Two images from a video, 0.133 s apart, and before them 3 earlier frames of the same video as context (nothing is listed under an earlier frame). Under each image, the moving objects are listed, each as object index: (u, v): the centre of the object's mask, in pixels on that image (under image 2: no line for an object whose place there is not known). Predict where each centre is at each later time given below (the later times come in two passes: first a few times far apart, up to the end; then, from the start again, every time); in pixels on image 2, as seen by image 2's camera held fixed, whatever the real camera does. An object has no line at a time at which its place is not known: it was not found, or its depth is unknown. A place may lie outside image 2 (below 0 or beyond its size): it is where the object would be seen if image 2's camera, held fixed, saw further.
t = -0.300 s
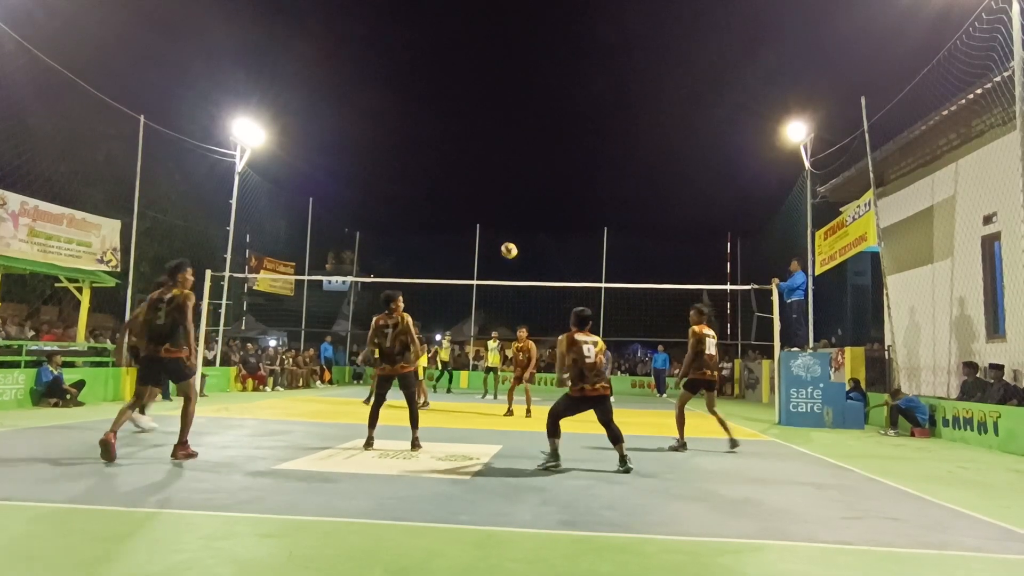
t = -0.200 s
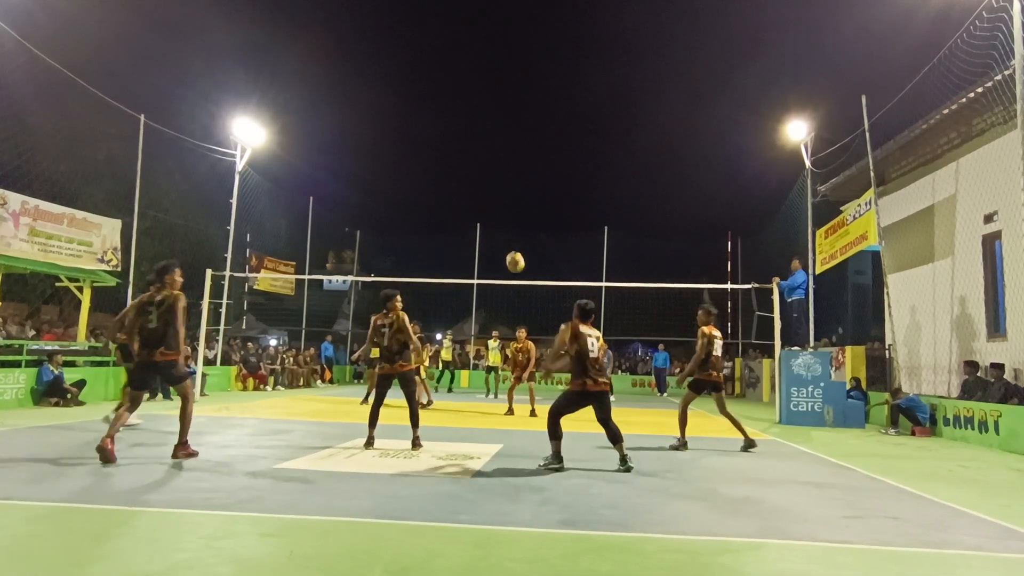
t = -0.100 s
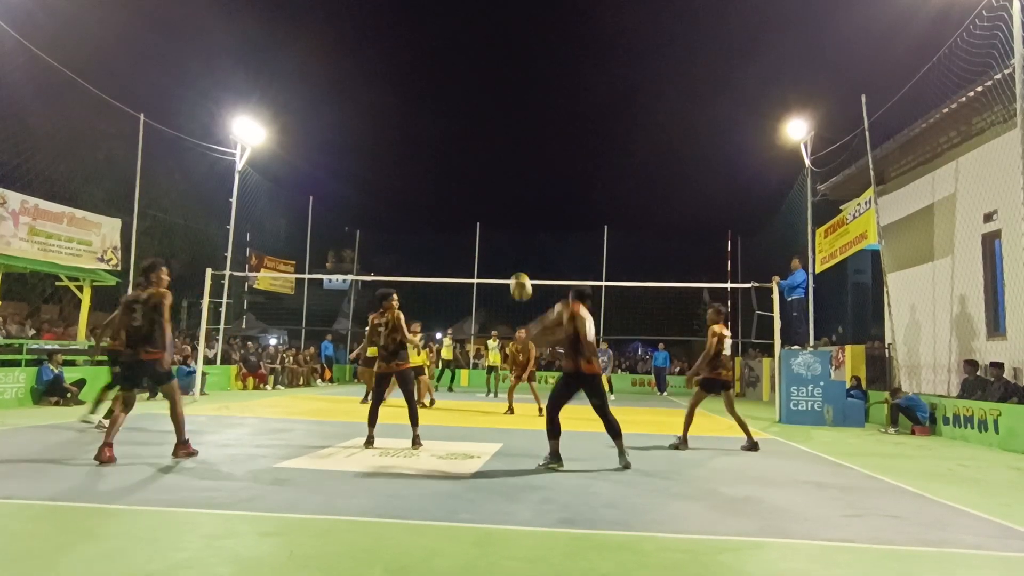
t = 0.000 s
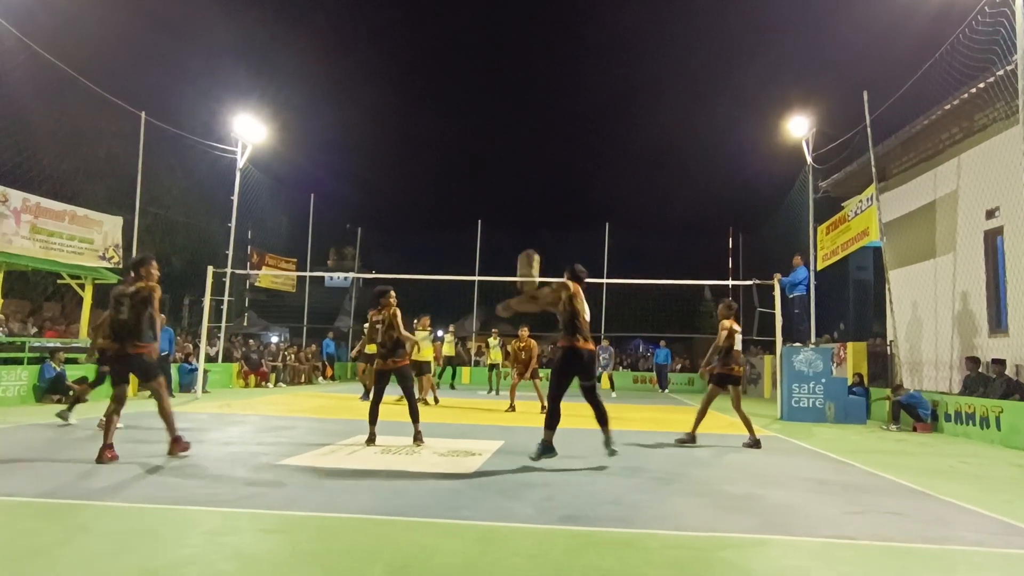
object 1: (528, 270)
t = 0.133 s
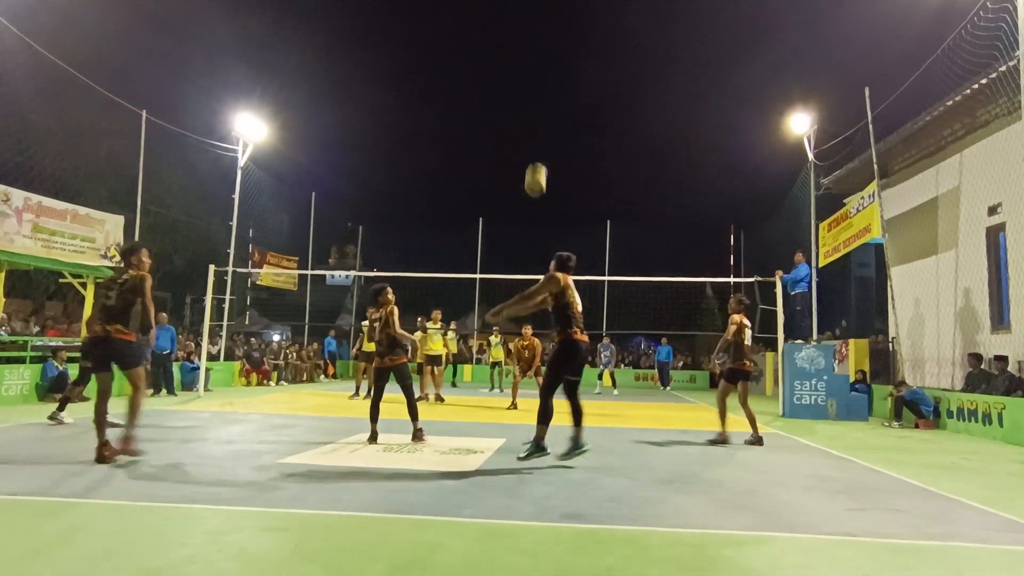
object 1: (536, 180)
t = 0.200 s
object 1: (539, 147)
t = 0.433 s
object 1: (548, 71)
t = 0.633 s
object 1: (554, 50)
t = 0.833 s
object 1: (559, 59)
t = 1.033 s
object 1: (563, 95)
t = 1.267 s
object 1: (566, 165)
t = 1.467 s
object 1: (568, 246)
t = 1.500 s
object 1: (568, 261)
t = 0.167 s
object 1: (537, 163)
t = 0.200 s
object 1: (539, 147)
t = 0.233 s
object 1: (540, 131)
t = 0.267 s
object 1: (542, 118)
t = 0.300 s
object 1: (543, 107)
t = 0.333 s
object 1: (544, 96)
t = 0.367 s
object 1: (546, 87)
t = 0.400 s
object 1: (547, 78)
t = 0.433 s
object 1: (548, 71)
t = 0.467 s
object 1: (549, 66)
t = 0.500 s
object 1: (550, 60)
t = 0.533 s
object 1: (551, 56)
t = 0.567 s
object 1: (552, 53)
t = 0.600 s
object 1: (553, 51)
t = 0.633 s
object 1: (554, 50)
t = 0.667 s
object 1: (555, 49)
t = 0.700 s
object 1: (556, 50)
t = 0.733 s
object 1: (556, 51)
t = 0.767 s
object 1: (557, 53)
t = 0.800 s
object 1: (558, 56)
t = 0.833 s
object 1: (559, 59)
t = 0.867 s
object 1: (559, 64)
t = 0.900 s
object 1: (560, 68)
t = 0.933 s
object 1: (561, 74)
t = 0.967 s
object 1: (562, 80)
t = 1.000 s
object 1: (562, 87)
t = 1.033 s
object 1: (563, 95)
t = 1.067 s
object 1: (563, 103)
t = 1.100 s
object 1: (564, 112)
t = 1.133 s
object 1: (564, 121)
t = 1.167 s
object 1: (565, 132)
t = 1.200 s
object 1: (565, 142)
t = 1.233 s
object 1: (566, 153)
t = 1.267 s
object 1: (566, 165)
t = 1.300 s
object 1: (566, 177)
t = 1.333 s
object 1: (567, 190)
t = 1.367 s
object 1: (567, 203)
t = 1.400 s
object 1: (567, 217)
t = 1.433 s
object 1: (568, 231)
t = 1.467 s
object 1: (568, 246)
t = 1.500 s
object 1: (568, 261)
